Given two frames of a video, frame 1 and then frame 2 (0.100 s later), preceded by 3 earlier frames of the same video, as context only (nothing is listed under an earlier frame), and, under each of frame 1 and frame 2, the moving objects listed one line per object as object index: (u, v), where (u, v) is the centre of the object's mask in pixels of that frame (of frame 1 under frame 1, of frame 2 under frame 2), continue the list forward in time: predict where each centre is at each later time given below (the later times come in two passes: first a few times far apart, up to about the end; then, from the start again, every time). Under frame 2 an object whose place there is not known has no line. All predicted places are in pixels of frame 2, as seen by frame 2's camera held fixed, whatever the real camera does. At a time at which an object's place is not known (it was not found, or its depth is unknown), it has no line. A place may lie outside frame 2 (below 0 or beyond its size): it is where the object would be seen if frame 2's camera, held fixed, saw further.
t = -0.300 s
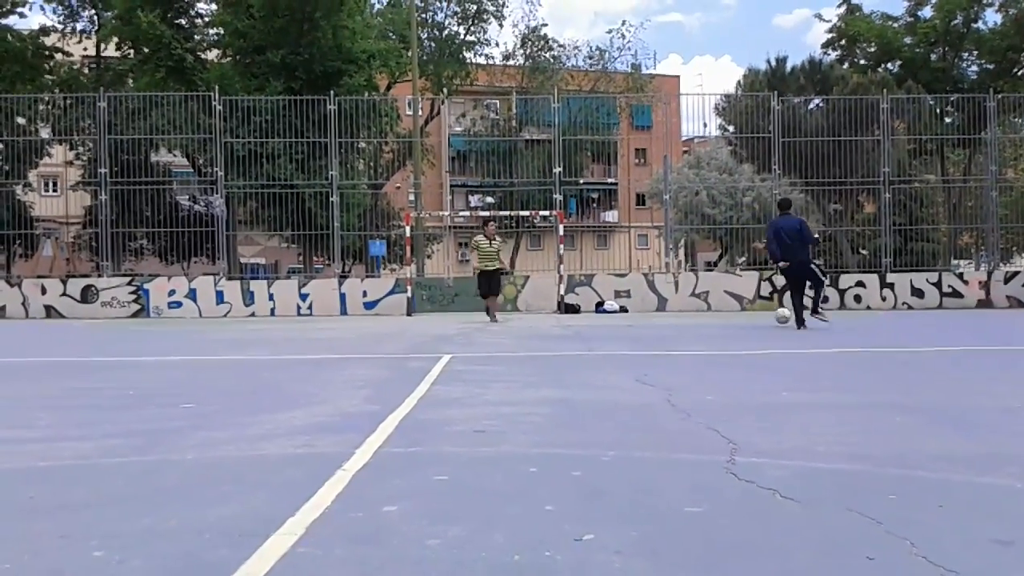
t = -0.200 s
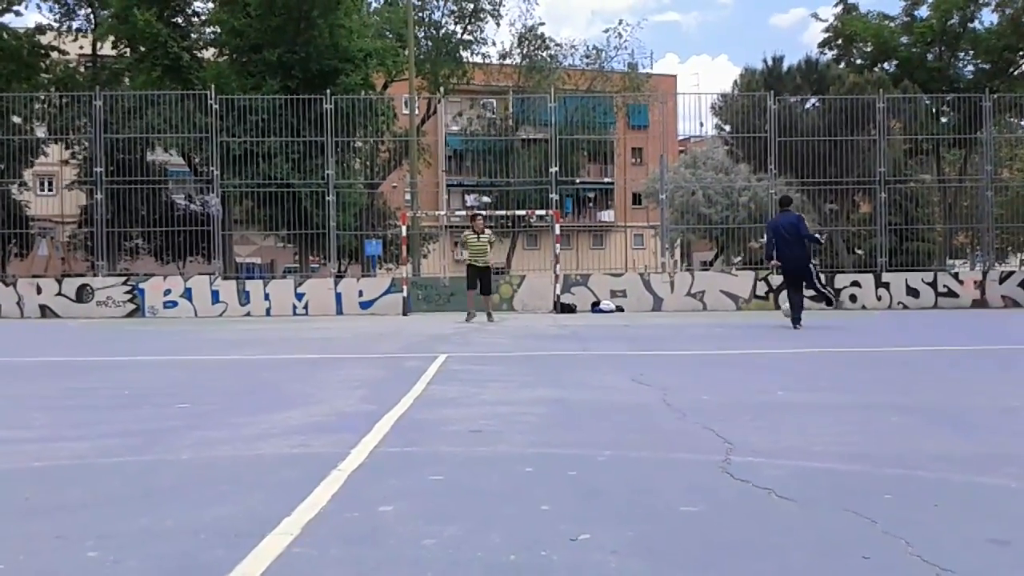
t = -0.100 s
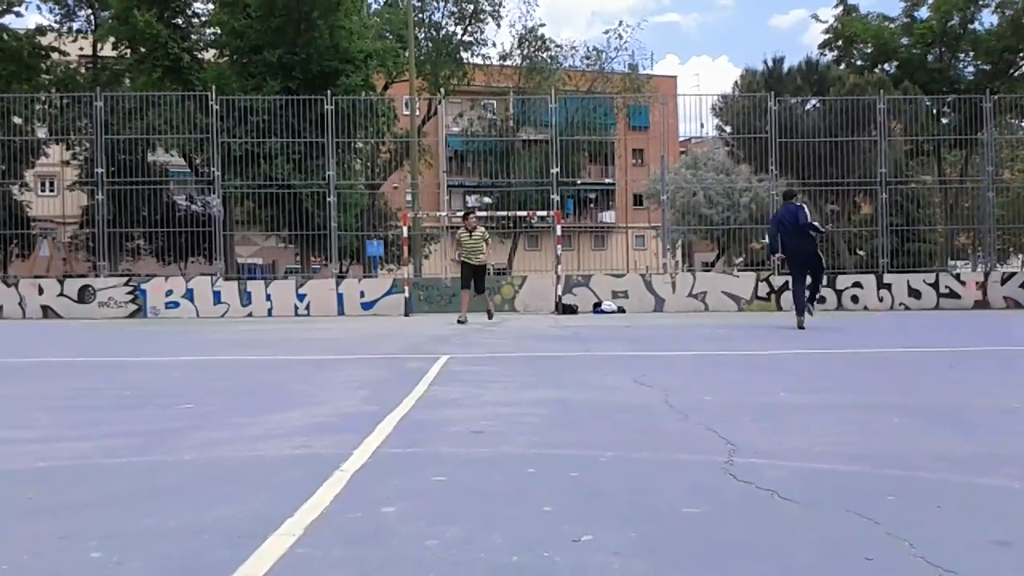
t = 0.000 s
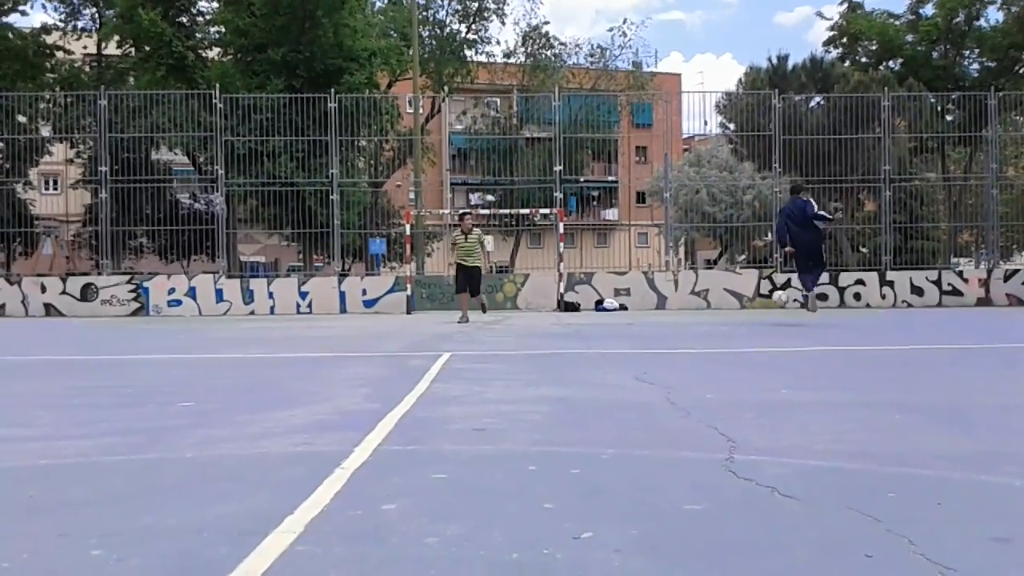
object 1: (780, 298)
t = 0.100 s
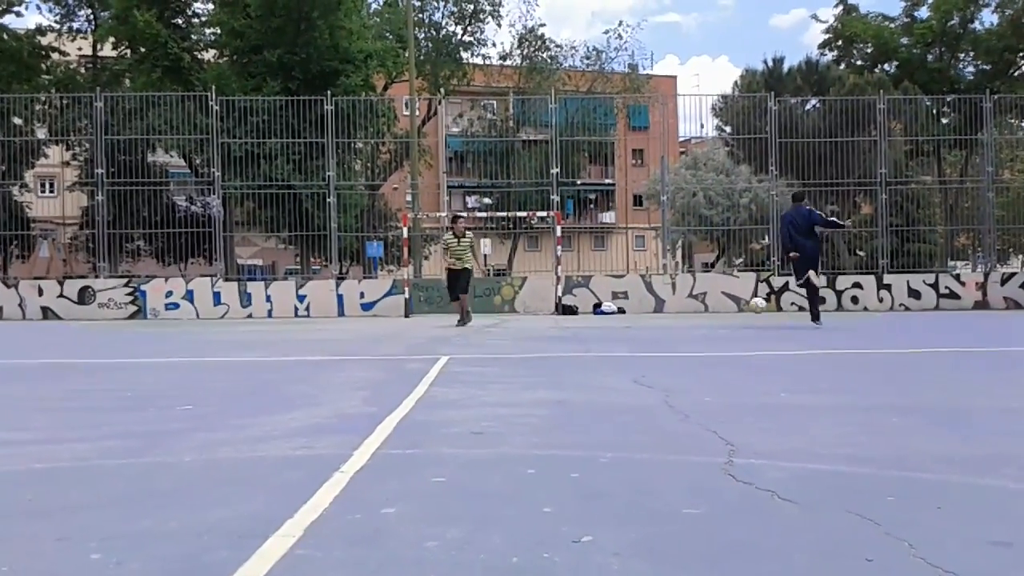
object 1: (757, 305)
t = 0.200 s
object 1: (731, 321)
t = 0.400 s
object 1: (702, 309)
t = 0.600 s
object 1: (673, 318)
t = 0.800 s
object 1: (644, 318)
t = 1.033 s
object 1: (611, 320)
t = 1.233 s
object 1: (583, 320)
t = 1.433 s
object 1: (556, 323)
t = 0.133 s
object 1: (744, 311)
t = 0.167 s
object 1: (737, 317)
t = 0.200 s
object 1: (731, 321)
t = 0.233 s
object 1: (725, 317)
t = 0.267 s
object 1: (721, 313)
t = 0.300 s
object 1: (716, 311)
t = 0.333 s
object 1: (712, 309)
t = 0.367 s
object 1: (706, 308)
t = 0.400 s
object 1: (702, 309)
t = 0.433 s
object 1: (697, 309)
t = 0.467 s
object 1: (692, 312)
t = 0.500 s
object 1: (687, 315)
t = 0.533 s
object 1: (682, 319)
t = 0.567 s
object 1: (678, 321)
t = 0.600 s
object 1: (673, 318)
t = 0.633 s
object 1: (668, 316)
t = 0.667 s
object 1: (663, 315)
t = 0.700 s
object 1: (658, 314)
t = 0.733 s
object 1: (654, 314)
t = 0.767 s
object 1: (649, 315)
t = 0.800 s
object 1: (644, 318)
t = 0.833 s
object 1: (640, 321)
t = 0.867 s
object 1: (635, 320)
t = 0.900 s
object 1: (630, 319)
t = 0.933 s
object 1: (625, 317)
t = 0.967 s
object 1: (620, 317)
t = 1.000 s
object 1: (616, 318)
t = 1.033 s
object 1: (611, 320)
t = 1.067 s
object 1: (606, 322)
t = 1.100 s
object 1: (602, 321)
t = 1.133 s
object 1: (597, 319)
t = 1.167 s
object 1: (592, 319)
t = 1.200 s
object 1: (588, 320)
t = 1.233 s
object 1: (583, 320)
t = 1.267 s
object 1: (578, 322)
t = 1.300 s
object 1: (573, 321)
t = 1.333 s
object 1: (569, 320)
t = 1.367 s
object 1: (565, 321)
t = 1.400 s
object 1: (560, 321)
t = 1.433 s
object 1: (556, 323)
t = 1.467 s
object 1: (551, 321)
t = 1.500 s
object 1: (547, 321)
